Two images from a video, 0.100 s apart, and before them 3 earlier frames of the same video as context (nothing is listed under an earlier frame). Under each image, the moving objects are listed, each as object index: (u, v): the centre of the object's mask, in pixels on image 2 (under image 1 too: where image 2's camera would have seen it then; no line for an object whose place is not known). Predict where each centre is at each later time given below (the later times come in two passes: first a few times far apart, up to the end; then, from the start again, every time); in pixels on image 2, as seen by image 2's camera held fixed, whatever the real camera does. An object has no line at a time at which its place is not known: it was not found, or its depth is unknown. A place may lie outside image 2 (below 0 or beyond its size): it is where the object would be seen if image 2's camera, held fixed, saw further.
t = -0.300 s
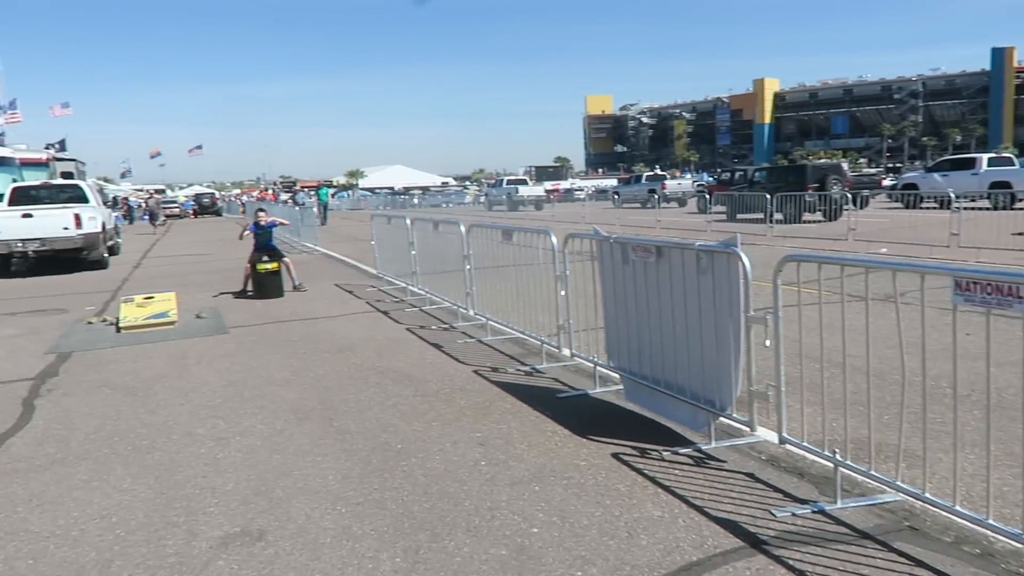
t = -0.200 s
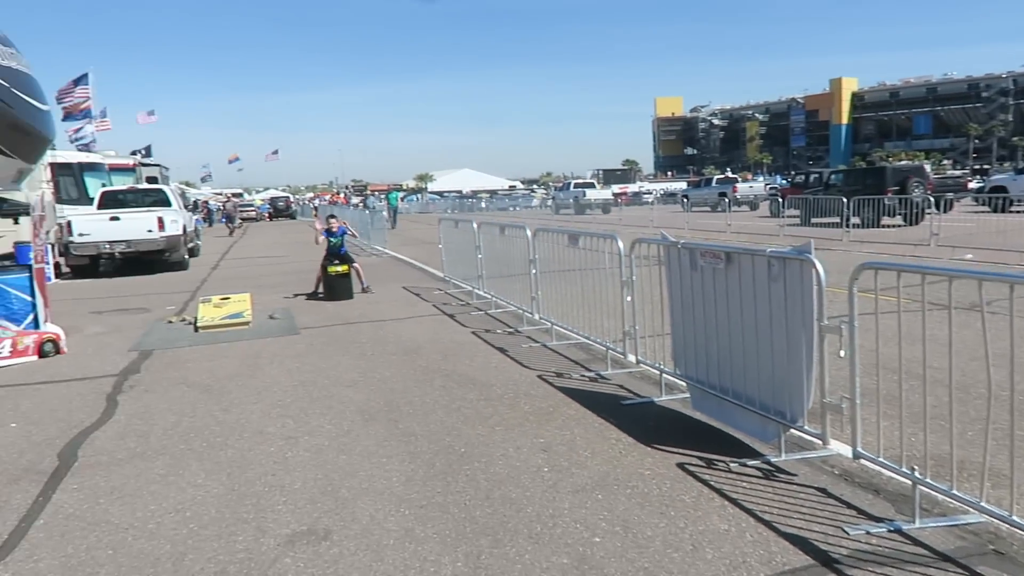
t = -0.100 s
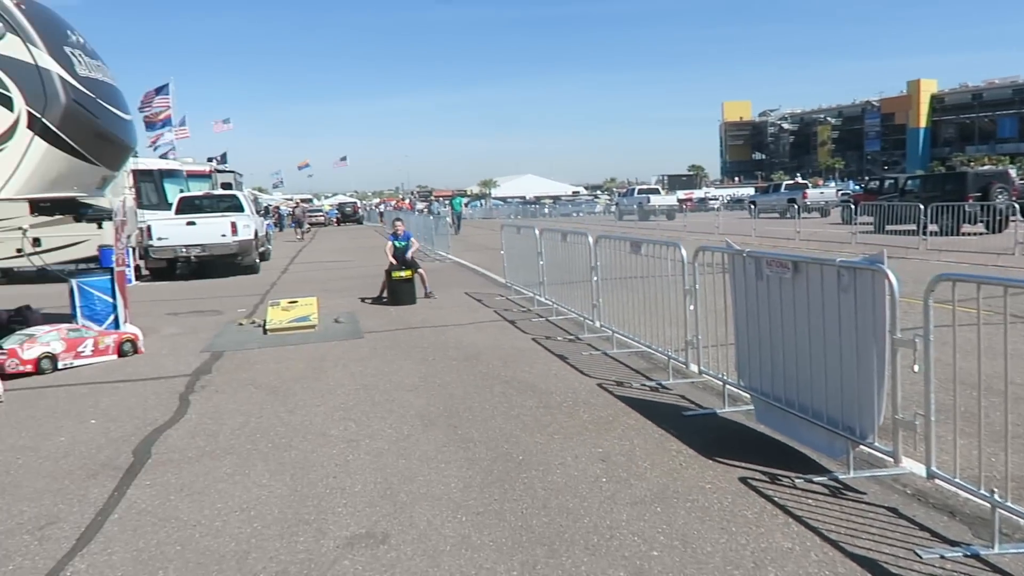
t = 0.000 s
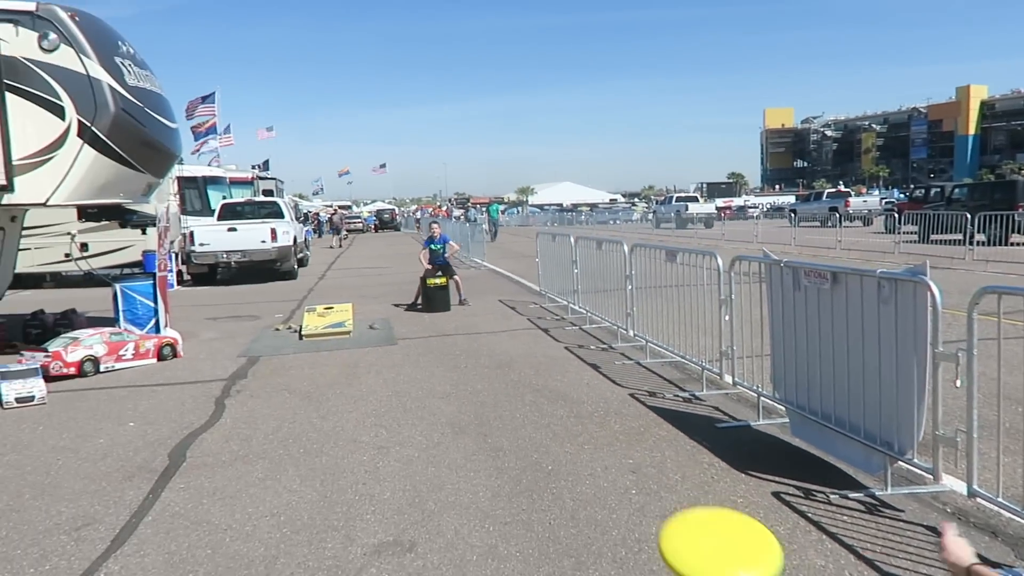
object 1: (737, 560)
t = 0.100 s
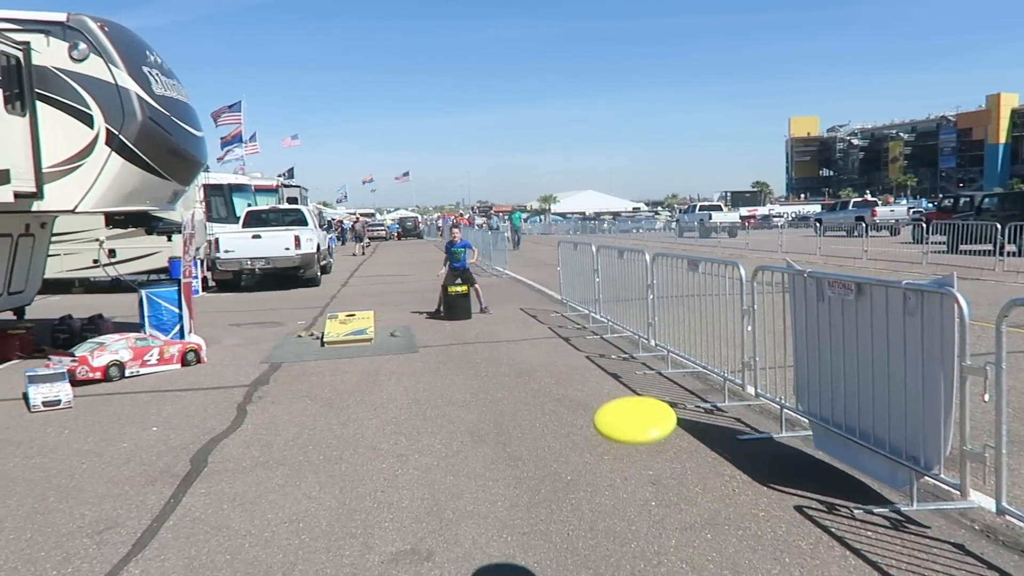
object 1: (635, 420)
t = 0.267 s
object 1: (555, 311)
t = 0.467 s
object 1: (507, 247)
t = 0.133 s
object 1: (613, 390)
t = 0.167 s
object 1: (595, 365)
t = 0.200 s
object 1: (580, 344)
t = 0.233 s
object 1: (567, 326)
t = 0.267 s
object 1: (555, 311)
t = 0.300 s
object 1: (545, 298)
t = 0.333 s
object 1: (536, 285)
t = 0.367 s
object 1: (528, 274)
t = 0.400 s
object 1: (520, 264)
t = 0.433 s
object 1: (514, 255)
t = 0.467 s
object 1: (507, 247)
